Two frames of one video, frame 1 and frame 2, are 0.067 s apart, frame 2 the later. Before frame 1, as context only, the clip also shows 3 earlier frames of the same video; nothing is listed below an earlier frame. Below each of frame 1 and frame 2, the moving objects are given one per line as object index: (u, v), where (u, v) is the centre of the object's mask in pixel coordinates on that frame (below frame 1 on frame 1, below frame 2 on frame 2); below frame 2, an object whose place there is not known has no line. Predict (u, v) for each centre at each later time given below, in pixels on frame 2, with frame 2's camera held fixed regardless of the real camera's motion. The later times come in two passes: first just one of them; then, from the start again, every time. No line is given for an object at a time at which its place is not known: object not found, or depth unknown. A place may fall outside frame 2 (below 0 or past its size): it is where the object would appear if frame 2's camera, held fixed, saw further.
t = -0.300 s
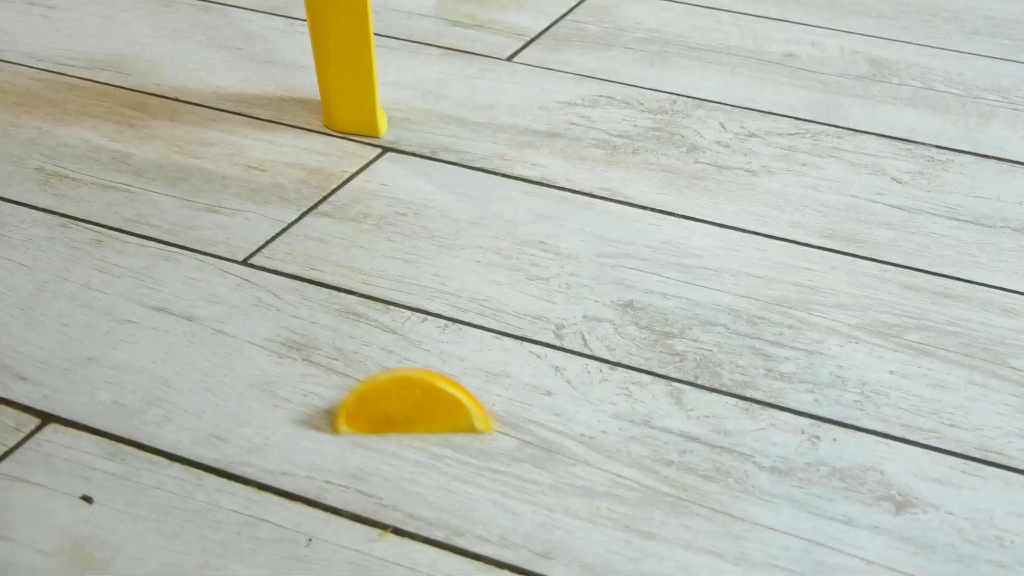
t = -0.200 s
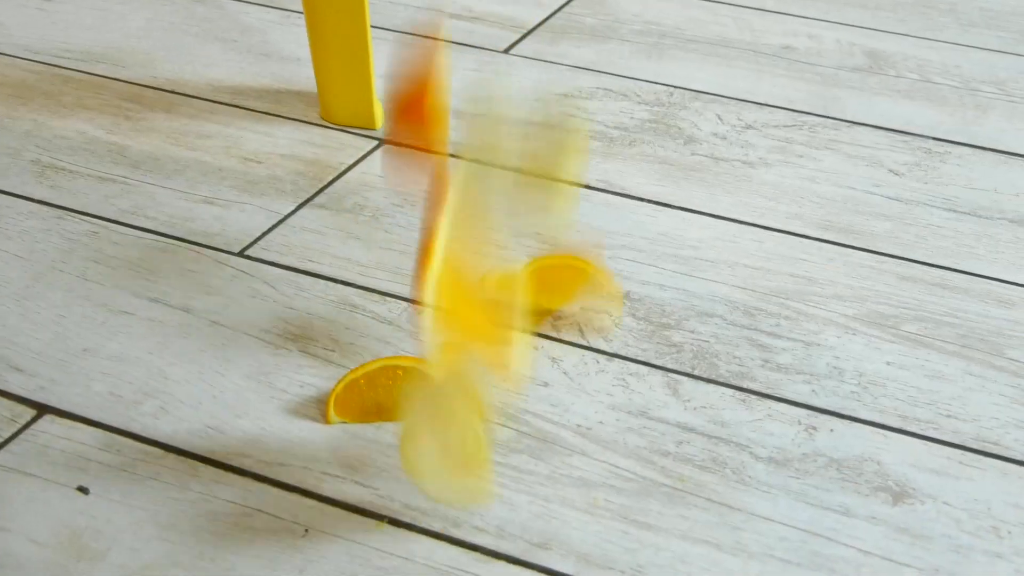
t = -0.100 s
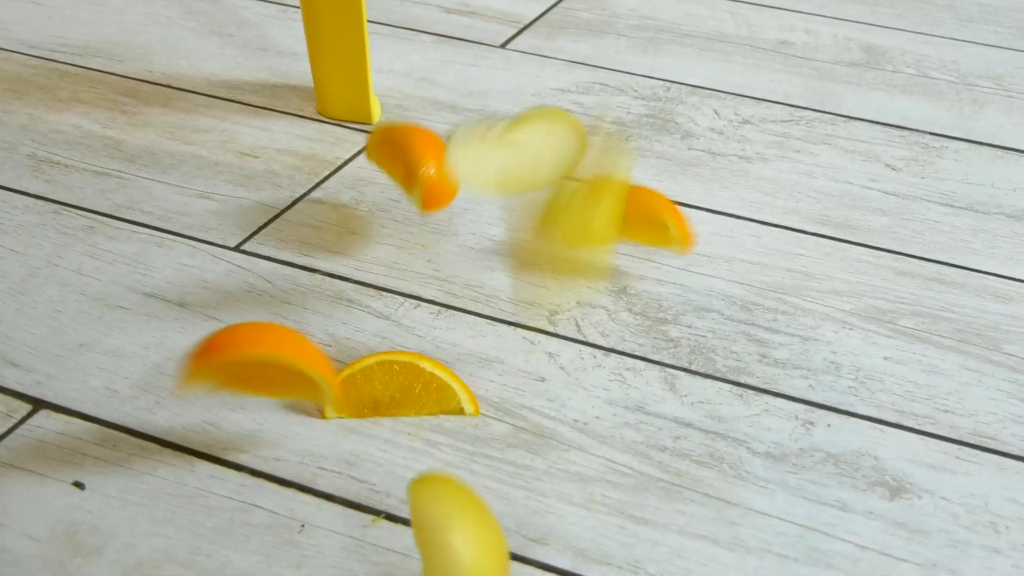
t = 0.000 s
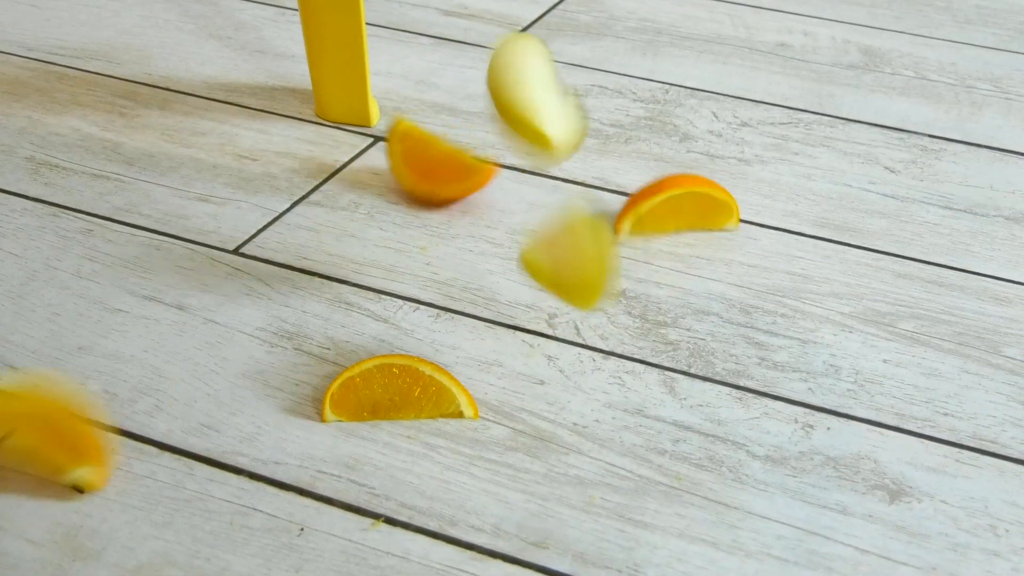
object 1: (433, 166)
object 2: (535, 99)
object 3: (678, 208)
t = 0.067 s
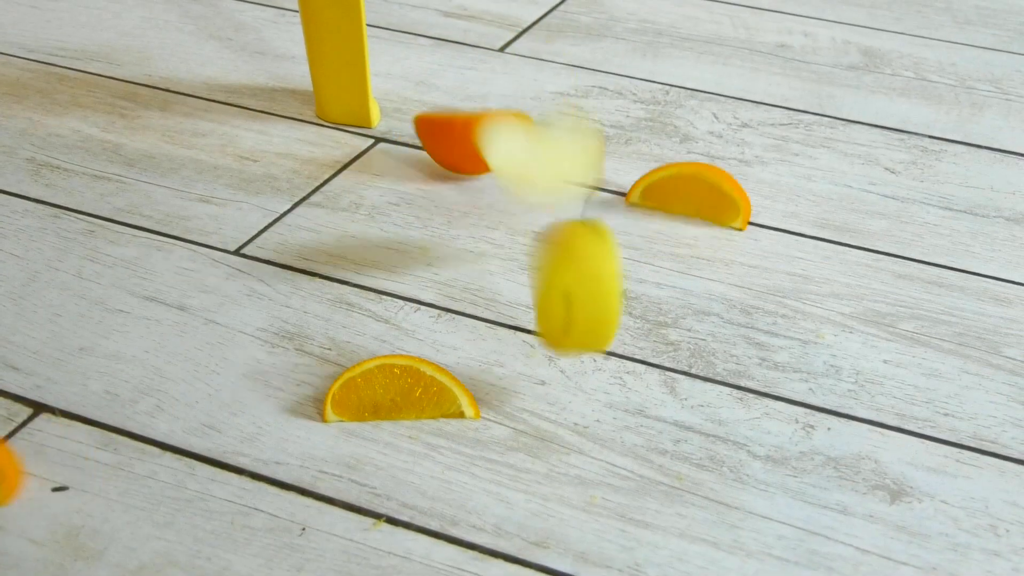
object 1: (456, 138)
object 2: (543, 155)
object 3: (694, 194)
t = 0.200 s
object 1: (500, 118)
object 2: (606, 200)
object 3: (704, 178)
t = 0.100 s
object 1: (480, 133)
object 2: (549, 197)
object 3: (698, 183)
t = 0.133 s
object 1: (486, 131)
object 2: (561, 184)
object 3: (700, 180)
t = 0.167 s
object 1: (494, 124)
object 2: (577, 177)
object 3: (702, 178)
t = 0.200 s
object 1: (500, 118)
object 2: (606, 200)
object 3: (704, 178)
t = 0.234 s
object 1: (501, 117)
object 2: (622, 207)
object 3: (712, 178)
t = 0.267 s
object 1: (502, 115)
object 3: (704, 176)
